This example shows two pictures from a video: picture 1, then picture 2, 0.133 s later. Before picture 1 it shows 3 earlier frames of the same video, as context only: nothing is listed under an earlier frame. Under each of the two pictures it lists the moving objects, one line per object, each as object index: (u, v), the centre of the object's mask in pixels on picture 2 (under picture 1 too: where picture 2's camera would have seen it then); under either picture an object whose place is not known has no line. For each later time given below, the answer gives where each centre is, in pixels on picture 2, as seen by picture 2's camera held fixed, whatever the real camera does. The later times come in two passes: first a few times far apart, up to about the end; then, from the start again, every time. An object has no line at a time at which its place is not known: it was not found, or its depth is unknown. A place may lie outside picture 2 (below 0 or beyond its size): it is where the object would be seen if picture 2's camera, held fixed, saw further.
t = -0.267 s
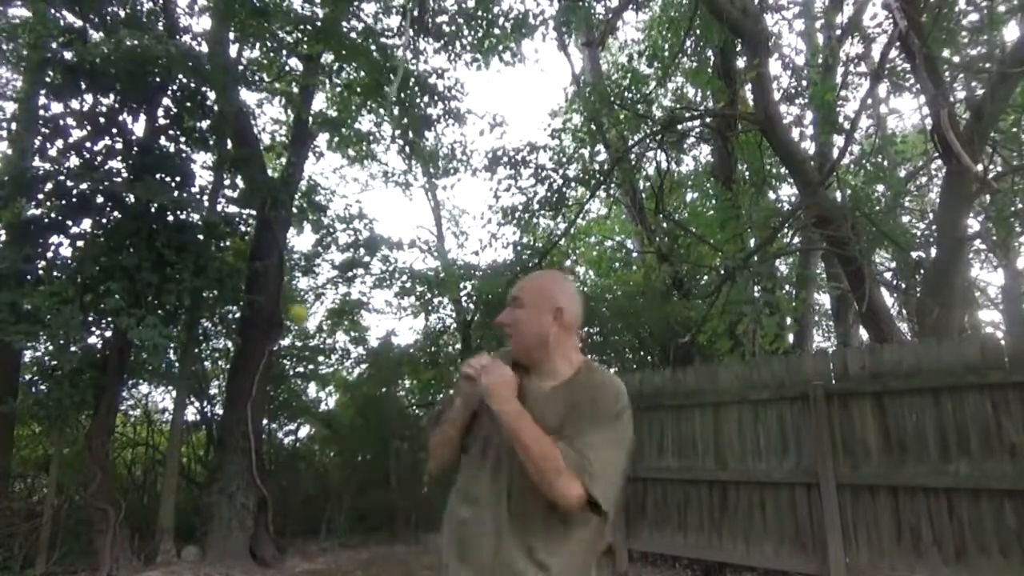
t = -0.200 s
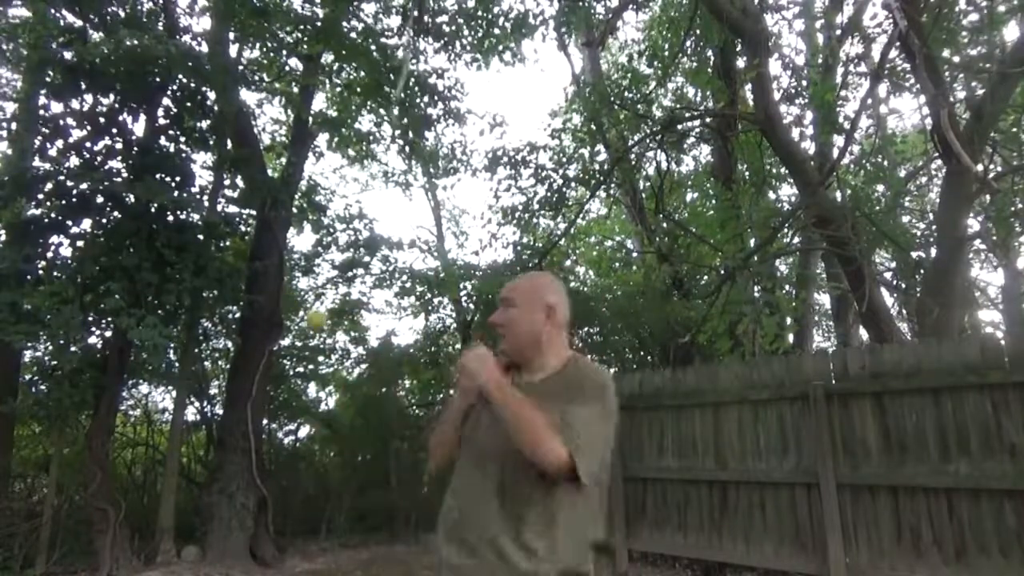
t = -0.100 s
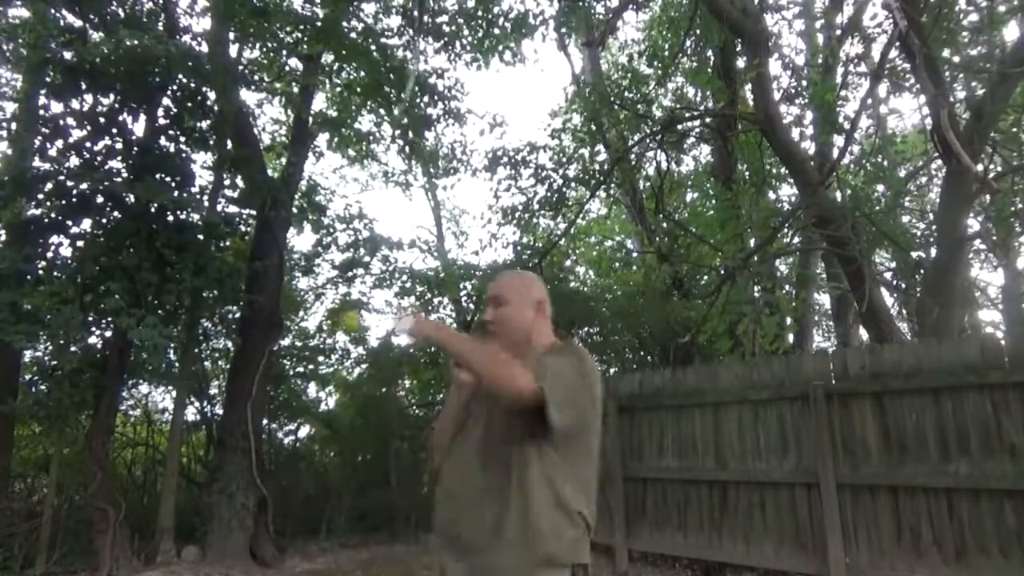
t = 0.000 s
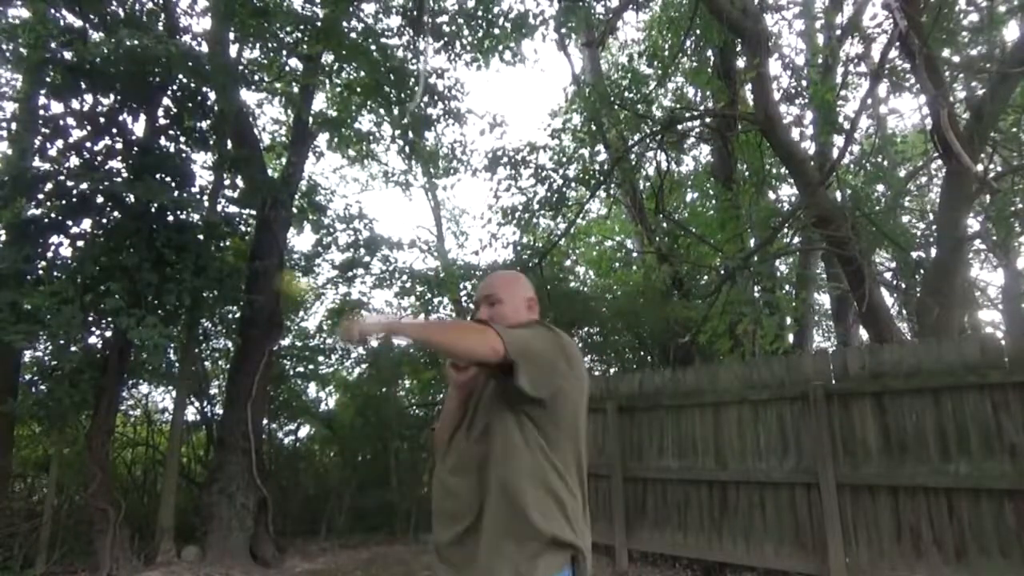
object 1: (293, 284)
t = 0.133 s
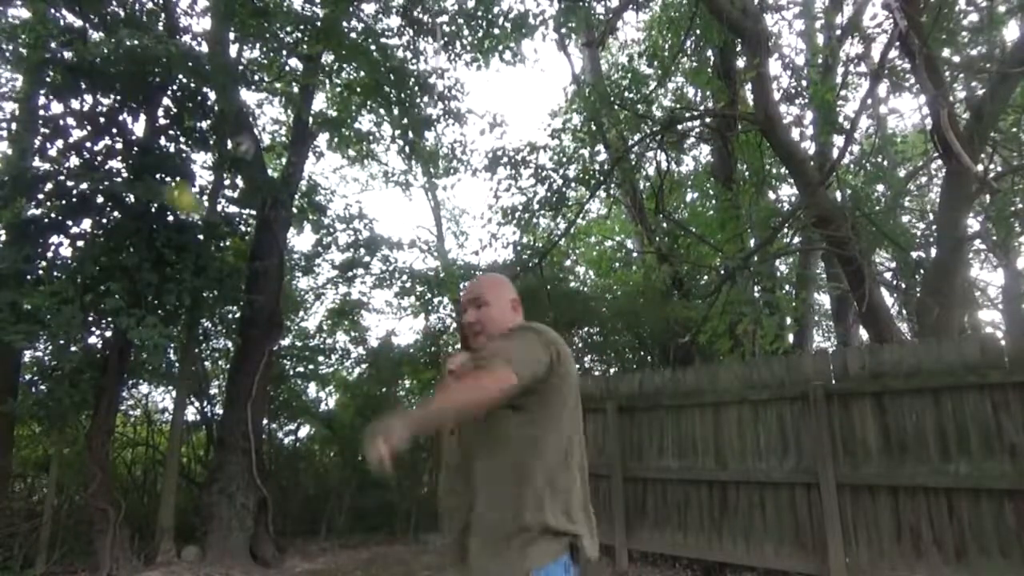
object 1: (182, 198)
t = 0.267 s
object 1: (108, 101)
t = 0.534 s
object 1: (112, 57)
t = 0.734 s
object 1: (242, 195)
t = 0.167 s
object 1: (160, 172)
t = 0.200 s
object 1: (142, 150)
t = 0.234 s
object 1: (121, 123)
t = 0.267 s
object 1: (108, 101)
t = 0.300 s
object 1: (98, 82)
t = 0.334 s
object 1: (93, 68)
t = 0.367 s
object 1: (88, 56)
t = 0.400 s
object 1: (86, 47)
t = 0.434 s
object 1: (89, 43)
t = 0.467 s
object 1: (94, 44)
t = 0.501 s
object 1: (100, 49)
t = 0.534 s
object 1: (112, 57)
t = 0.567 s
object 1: (128, 73)
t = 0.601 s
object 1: (142, 89)
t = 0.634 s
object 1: (161, 112)
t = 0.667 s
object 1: (182, 133)
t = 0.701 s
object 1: (209, 163)
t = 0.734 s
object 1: (242, 195)
